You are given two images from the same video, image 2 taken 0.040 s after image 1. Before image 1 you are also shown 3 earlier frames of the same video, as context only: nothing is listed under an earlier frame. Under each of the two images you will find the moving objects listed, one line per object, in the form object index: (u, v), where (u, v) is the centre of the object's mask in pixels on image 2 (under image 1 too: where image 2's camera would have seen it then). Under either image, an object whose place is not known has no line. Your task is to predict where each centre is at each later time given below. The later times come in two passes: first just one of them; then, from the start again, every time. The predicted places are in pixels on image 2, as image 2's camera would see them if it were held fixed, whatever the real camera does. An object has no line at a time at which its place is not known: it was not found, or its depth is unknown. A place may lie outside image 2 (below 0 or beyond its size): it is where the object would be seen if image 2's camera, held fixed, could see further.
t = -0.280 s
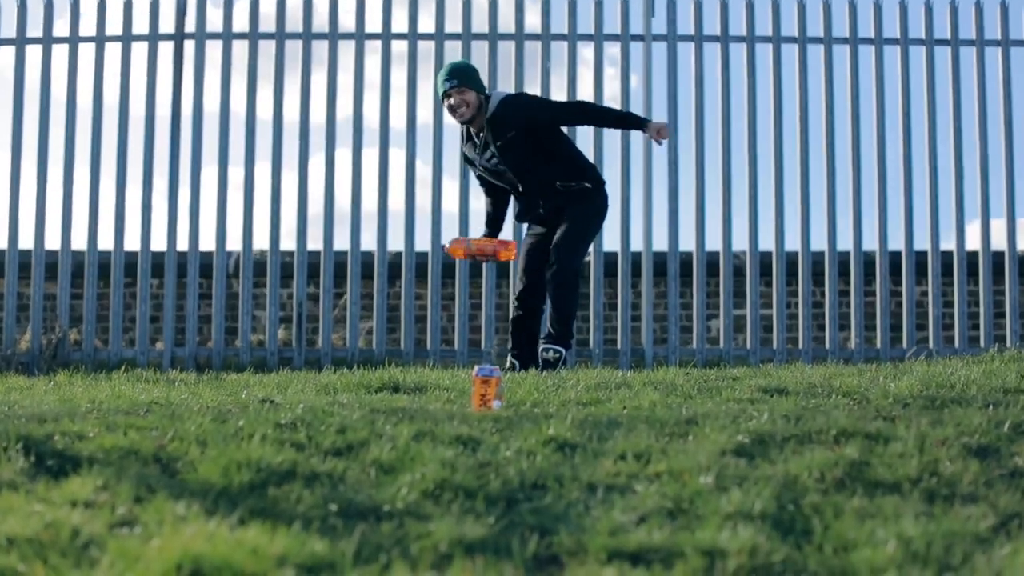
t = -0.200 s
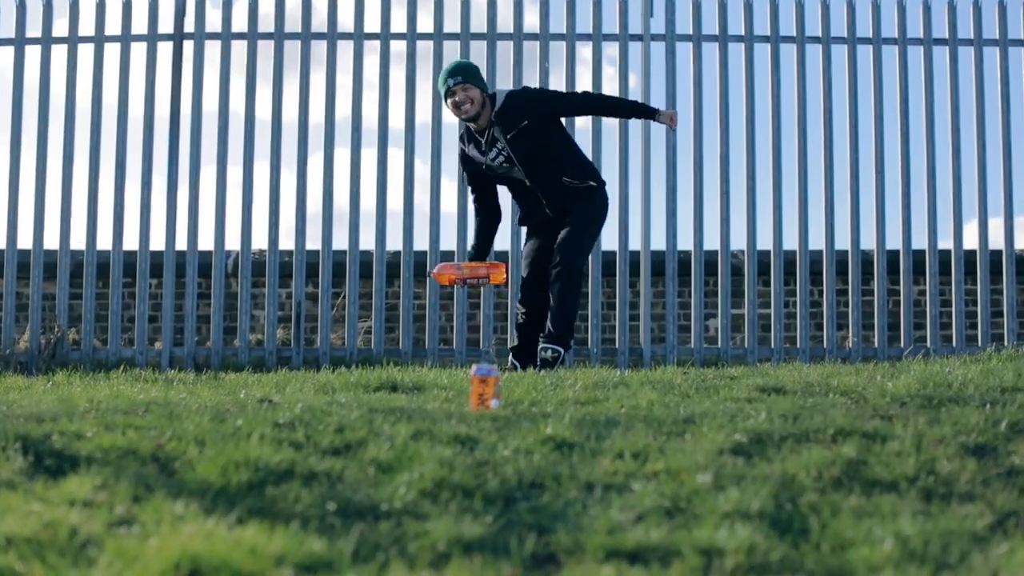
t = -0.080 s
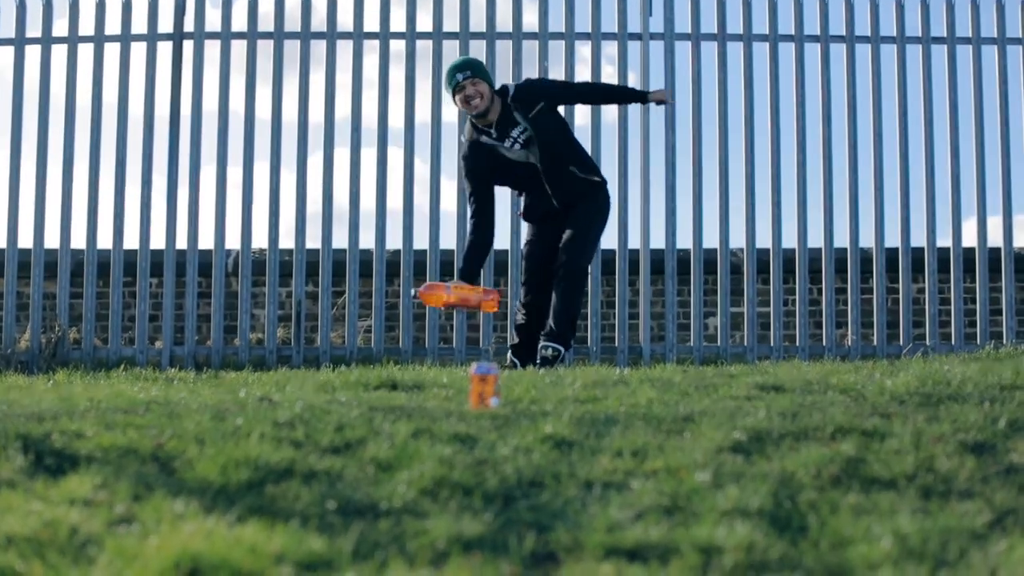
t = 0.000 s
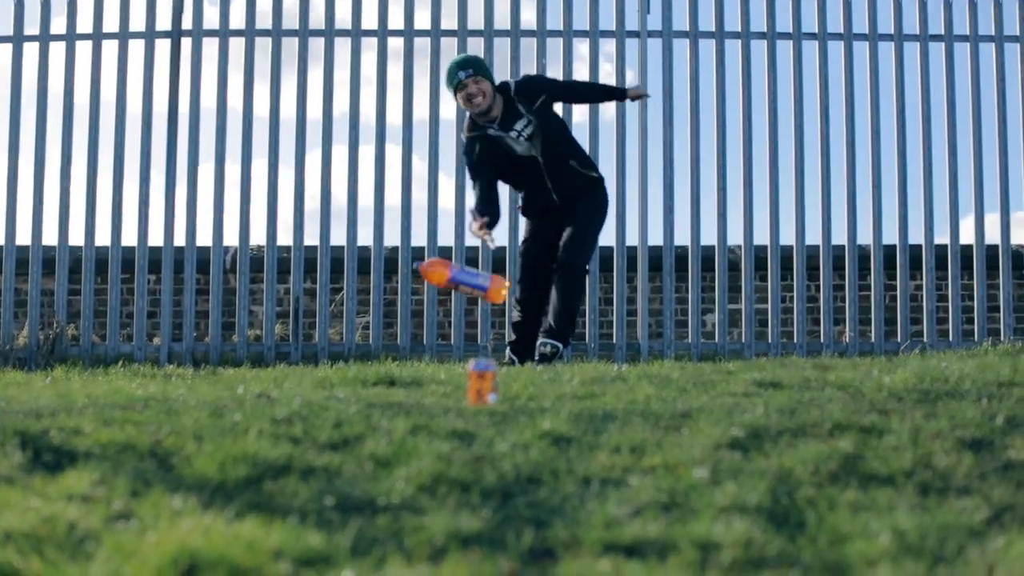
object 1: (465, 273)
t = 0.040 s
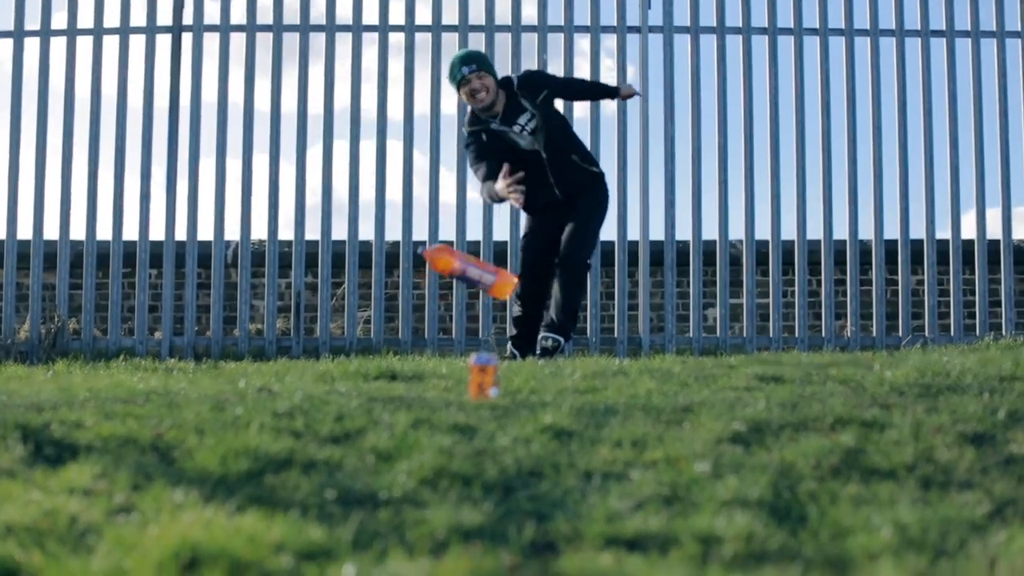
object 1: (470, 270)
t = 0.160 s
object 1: (488, 290)
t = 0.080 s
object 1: (475, 271)
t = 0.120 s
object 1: (481, 278)
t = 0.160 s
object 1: (488, 290)
